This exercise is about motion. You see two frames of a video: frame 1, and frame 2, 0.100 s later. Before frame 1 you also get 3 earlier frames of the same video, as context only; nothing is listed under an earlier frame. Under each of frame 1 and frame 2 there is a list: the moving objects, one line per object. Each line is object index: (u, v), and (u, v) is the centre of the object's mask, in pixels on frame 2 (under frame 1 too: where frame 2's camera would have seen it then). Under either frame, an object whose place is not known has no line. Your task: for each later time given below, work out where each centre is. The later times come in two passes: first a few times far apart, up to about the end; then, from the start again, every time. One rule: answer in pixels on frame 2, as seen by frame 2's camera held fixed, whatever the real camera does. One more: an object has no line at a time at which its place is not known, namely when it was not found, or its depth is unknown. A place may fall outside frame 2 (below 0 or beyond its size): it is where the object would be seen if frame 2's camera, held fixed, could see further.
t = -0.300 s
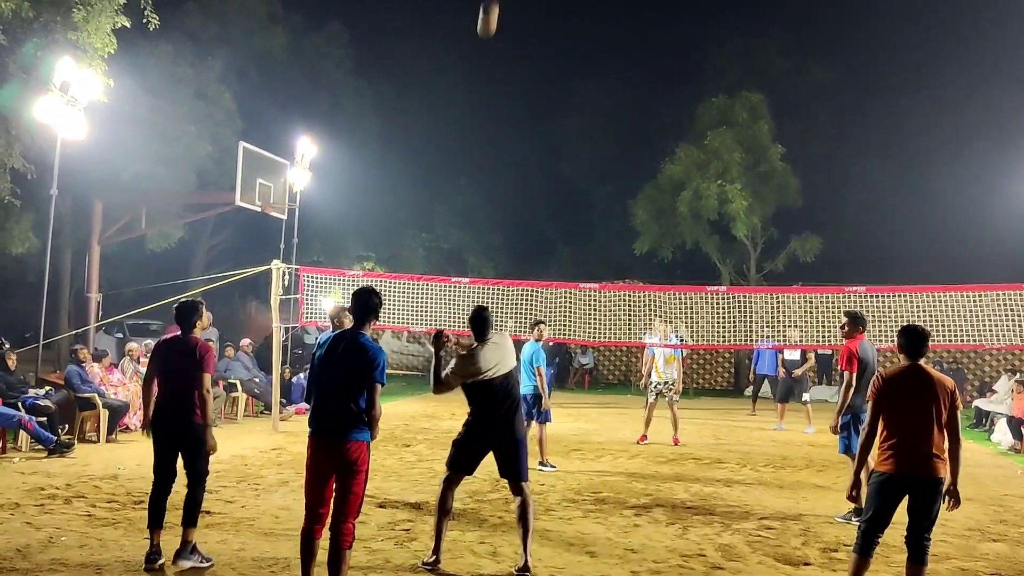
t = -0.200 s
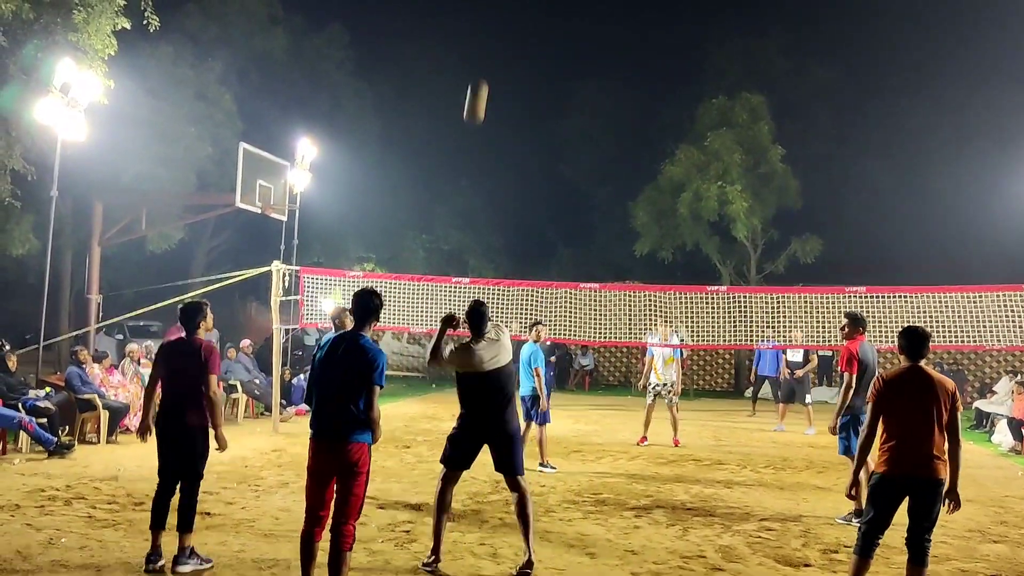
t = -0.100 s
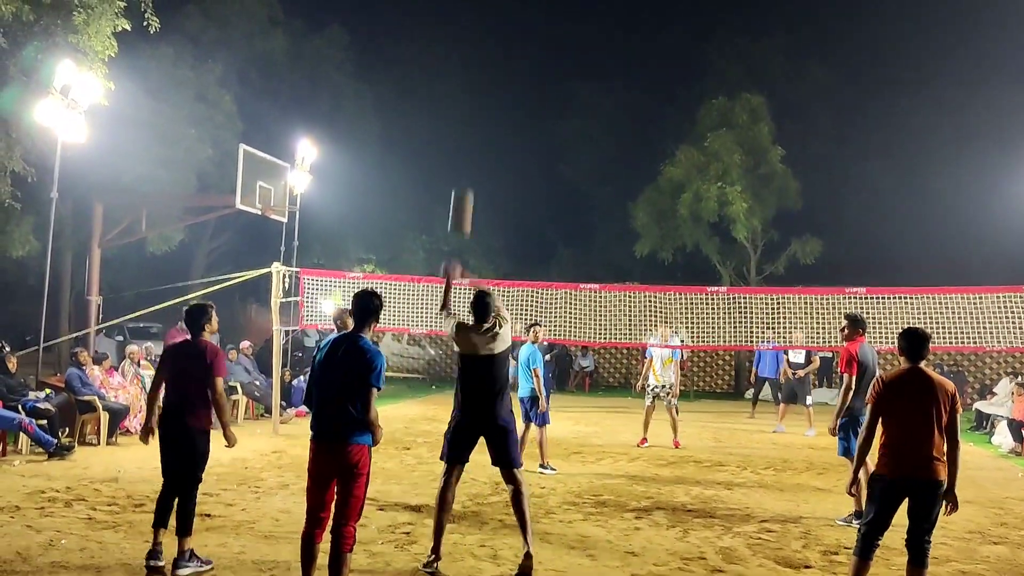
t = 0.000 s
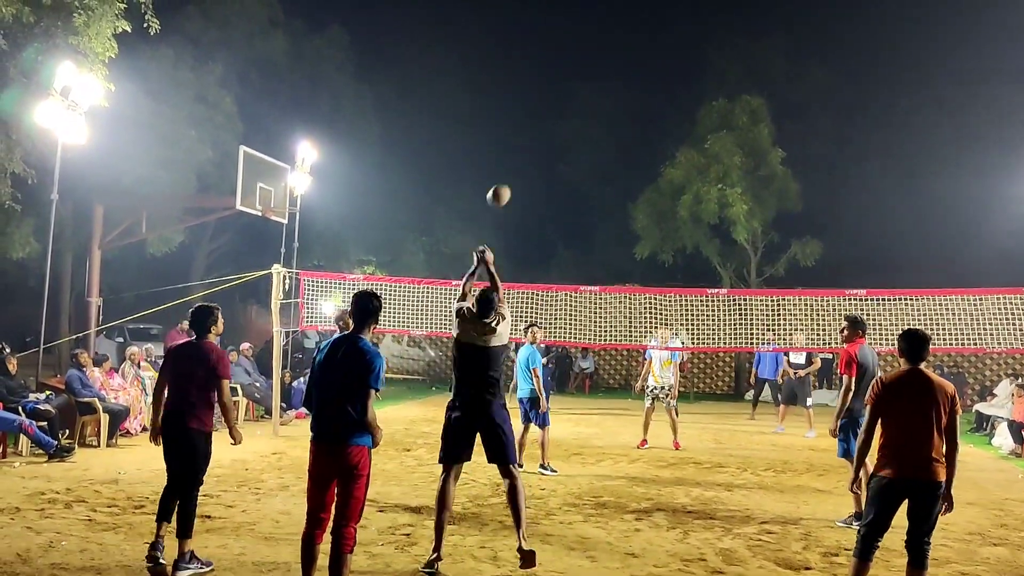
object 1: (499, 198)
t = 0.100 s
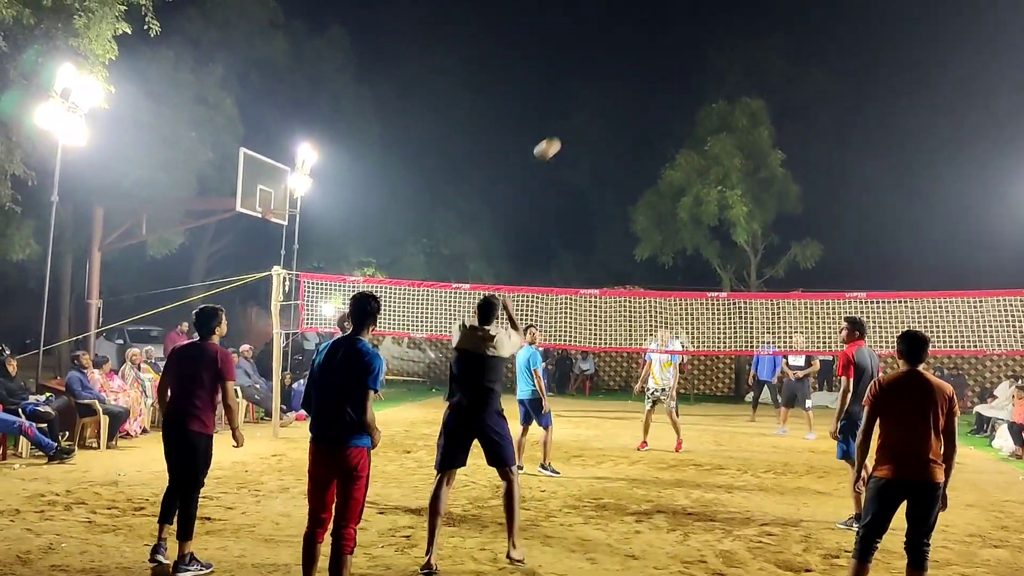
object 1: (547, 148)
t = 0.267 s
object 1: (596, 125)
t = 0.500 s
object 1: (643, 140)
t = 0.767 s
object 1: (679, 196)
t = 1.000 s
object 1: (703, 265)
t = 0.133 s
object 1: (559, 140)
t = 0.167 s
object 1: (569, 134)
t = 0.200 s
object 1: (578, 130)
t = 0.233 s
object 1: (587, 127)
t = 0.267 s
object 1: (596, 125)
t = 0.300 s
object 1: (604, 124)
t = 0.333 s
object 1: (611, 125)
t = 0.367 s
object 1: (618, 126)
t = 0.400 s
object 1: (625, 129)
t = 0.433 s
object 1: (631, 132)
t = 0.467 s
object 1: (637, 136)
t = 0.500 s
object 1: (643, 140)
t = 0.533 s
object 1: (648, 145)
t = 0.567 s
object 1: (653, 151)
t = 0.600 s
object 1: (658, 157)
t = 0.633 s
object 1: (663, 165)
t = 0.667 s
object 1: (667, 172)
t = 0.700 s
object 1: (671, 179)
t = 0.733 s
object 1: (675, 188)
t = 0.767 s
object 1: (679, 196)
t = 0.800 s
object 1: (683, 205)
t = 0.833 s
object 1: (686, 214)
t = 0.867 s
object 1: (690, 224)
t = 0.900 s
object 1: (694, 234)
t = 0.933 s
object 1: (697, 244)
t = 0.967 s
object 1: (700, 255)
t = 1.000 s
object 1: (703, 265)
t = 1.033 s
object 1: (705, 277)
